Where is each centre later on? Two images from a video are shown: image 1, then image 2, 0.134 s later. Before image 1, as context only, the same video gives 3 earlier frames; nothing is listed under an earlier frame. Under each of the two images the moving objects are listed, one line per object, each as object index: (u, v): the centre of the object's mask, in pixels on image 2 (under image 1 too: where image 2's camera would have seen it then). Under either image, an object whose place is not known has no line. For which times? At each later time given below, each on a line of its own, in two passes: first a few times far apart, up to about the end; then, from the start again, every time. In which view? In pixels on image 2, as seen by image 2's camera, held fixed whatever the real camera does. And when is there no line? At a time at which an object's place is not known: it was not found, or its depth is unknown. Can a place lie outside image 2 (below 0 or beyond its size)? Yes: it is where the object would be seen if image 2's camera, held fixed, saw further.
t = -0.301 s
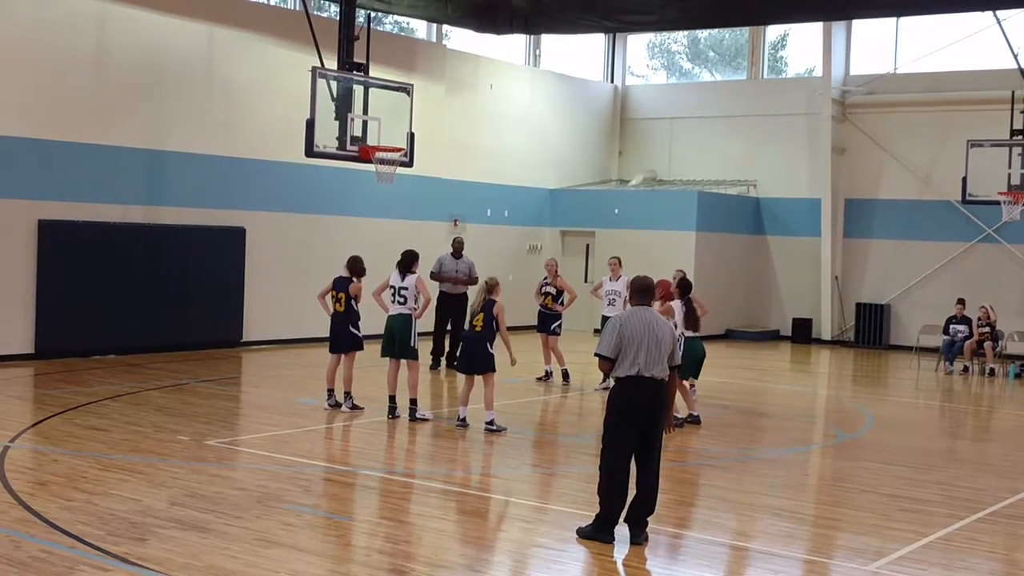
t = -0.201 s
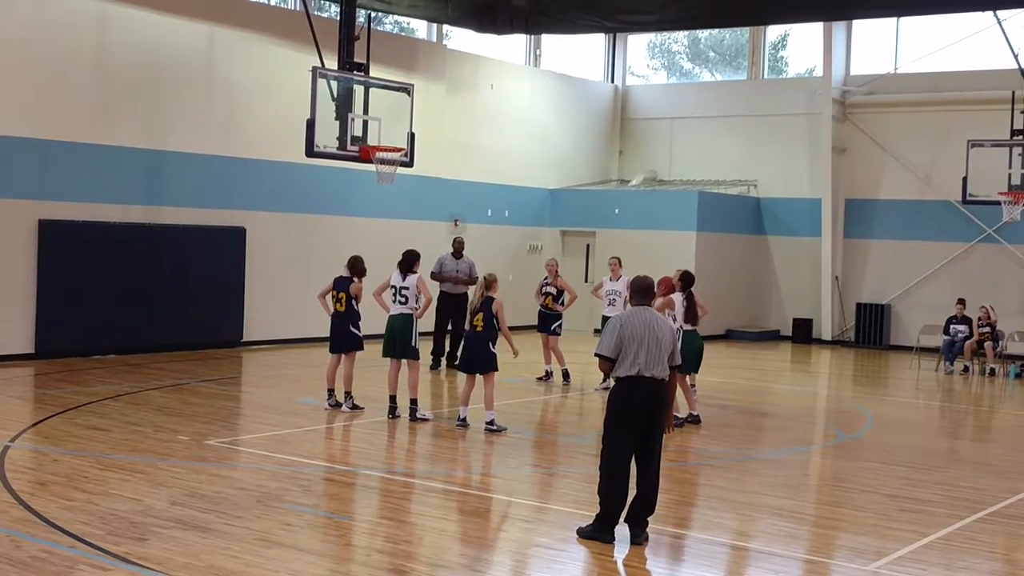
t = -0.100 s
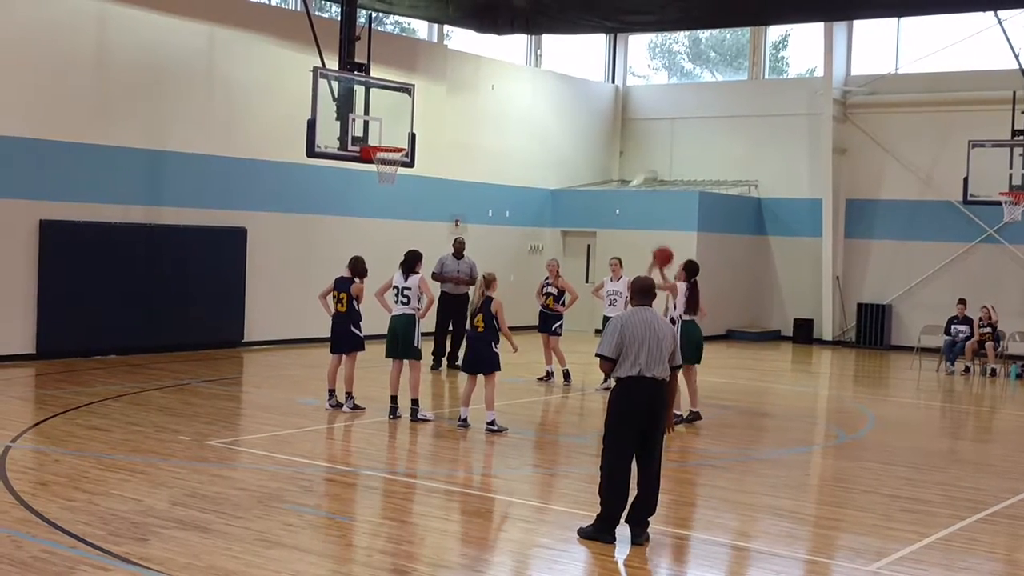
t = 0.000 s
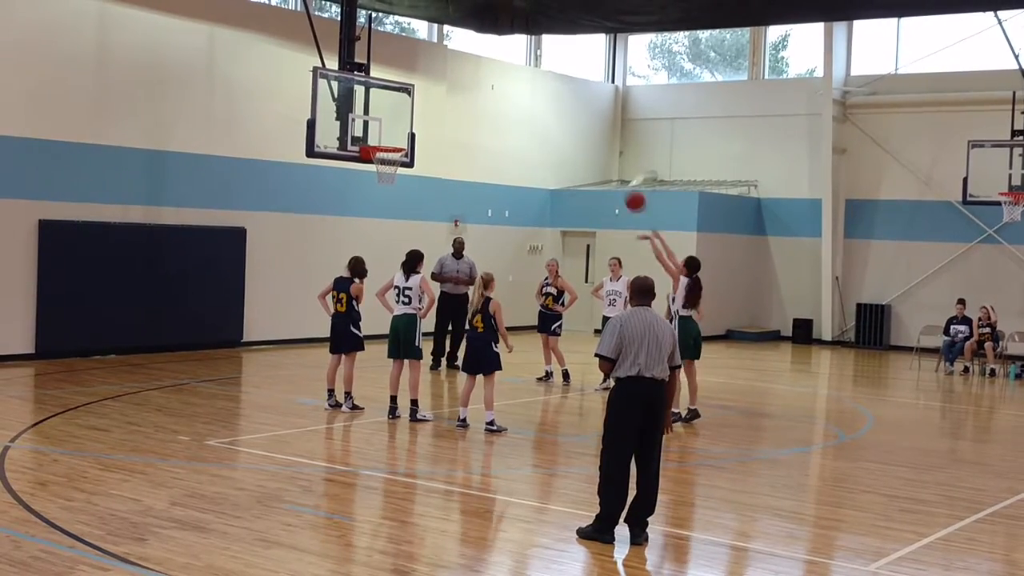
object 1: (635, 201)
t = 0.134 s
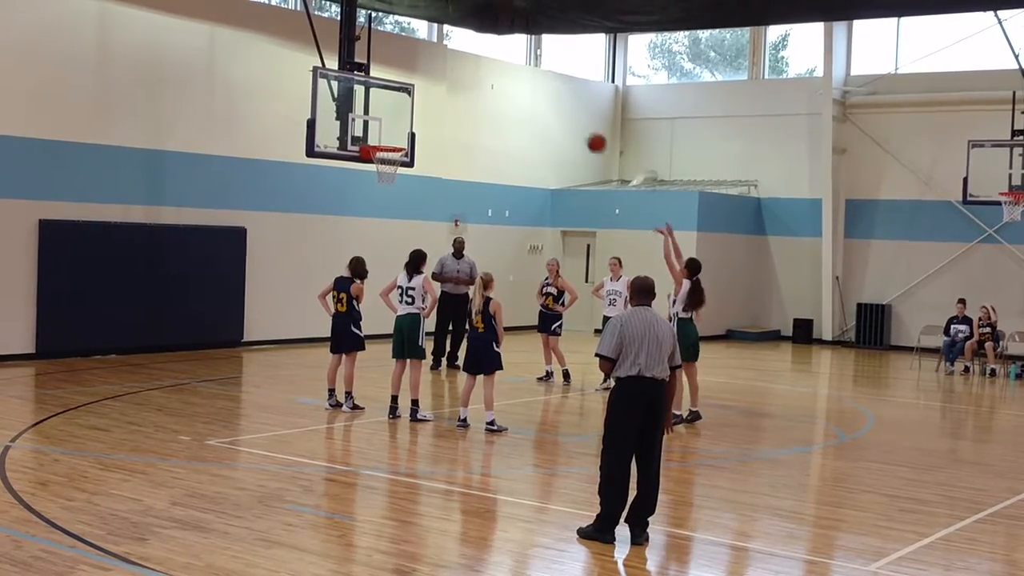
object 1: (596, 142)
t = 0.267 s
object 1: (558, 102)
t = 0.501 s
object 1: (496, 69)
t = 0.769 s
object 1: (429, 87)
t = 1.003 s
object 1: (379, 136)
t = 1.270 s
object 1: (399, 73)
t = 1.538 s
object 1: (418, 65)
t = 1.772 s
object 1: (434, 105)
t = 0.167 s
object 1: (586, 131)
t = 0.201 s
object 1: (577, 120)
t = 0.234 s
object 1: (568, 110)
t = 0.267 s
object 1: (558, 102)
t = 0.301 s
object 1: (549, 94)
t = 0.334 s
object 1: (540, 88)
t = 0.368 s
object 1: (531, 82)
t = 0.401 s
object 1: (522, 77)
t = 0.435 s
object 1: (513, 74)
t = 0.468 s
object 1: (504, 71)
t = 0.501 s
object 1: (496, 69)
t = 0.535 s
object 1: (487, 68)
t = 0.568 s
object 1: (479, 68)
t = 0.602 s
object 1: (470, 69)
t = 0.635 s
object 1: (462, 71)
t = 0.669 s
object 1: (454, 74)
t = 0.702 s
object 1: (445, 77)
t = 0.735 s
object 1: (437, 82)
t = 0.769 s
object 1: (429, 87)
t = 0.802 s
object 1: (421, 93)
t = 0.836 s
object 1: (413, 100)
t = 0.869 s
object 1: (405, 108)
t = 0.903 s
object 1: (397, 116)
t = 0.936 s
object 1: (390, 125)
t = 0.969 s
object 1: (382, 135)
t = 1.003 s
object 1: (379, 136)
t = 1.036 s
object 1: (381, 125)
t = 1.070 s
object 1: (384, 116)
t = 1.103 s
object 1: (387, 107)
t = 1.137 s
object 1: (389, 99)
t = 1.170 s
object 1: (392, 91)
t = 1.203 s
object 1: (394, 84)
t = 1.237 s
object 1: (396, 80)
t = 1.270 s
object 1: (399, 73)
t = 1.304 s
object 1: (401, 69)
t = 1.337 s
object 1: (404, 66)
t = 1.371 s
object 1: (406, 64)
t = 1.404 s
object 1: (409, 62)
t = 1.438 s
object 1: (411, 61)
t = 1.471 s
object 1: (413, 62)
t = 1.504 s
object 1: (416, 63)
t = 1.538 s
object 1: (418, 65)
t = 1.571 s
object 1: (421, 67)
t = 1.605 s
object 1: (423, 71)
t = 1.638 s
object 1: (425, 76)
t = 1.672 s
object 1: (427, 82)
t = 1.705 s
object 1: (430, 88)
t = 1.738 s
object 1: (432, 96)
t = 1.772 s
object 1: (434, 105)
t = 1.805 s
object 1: (436, 114)
